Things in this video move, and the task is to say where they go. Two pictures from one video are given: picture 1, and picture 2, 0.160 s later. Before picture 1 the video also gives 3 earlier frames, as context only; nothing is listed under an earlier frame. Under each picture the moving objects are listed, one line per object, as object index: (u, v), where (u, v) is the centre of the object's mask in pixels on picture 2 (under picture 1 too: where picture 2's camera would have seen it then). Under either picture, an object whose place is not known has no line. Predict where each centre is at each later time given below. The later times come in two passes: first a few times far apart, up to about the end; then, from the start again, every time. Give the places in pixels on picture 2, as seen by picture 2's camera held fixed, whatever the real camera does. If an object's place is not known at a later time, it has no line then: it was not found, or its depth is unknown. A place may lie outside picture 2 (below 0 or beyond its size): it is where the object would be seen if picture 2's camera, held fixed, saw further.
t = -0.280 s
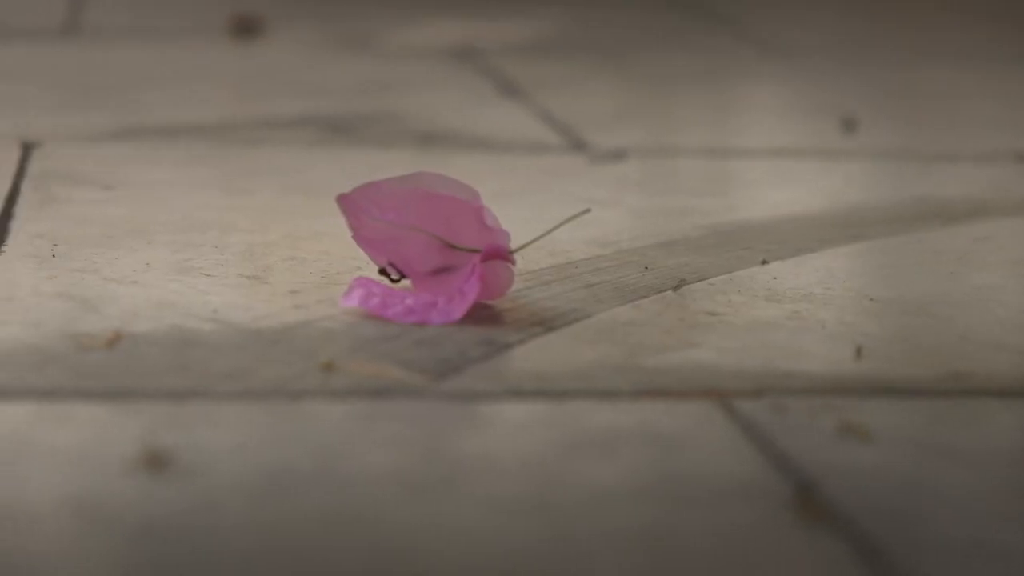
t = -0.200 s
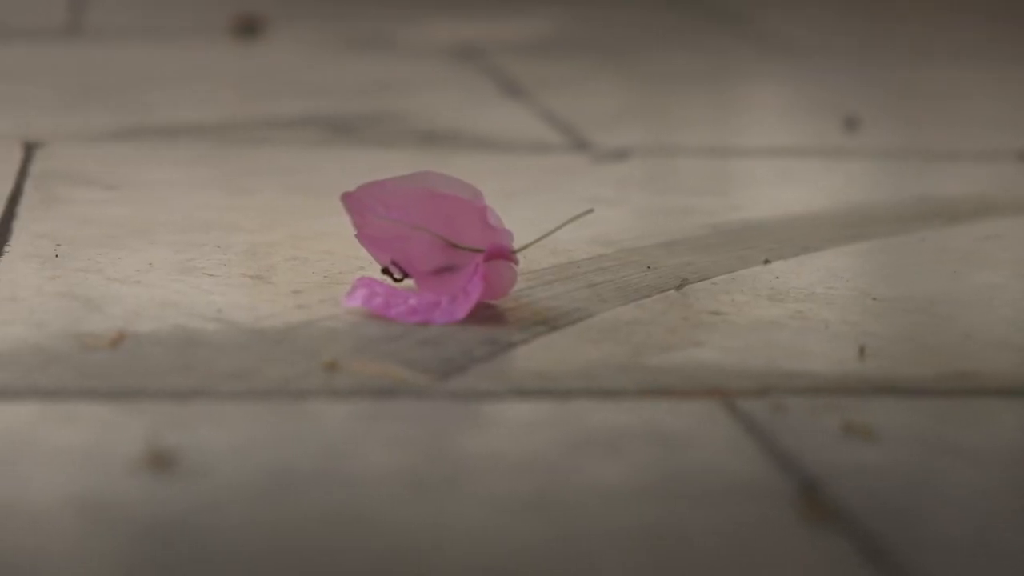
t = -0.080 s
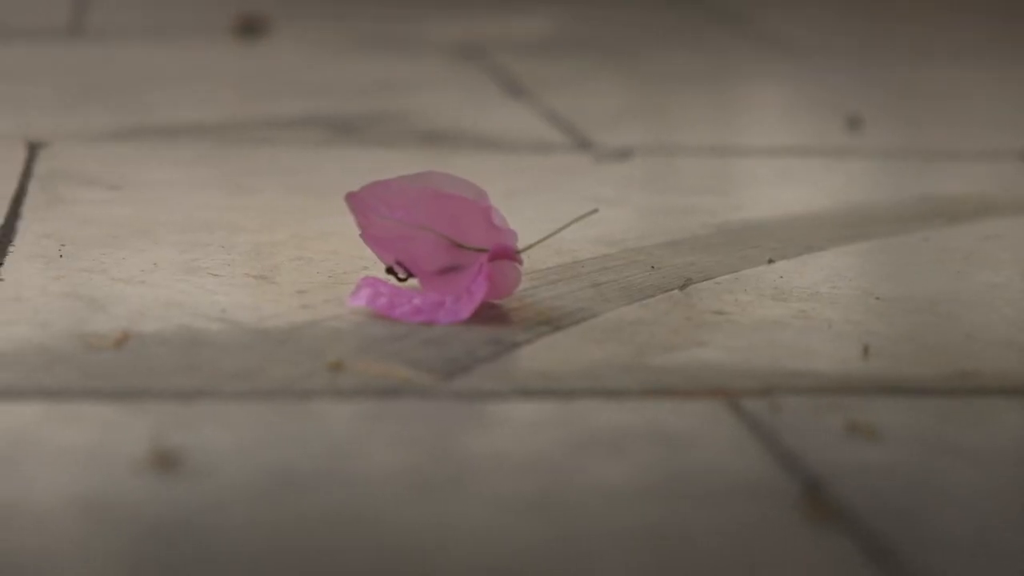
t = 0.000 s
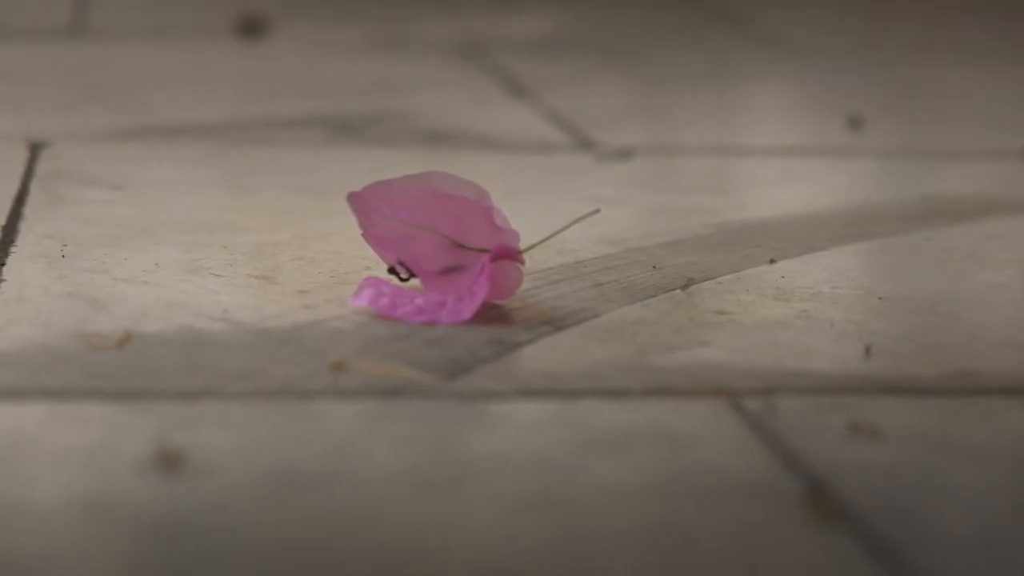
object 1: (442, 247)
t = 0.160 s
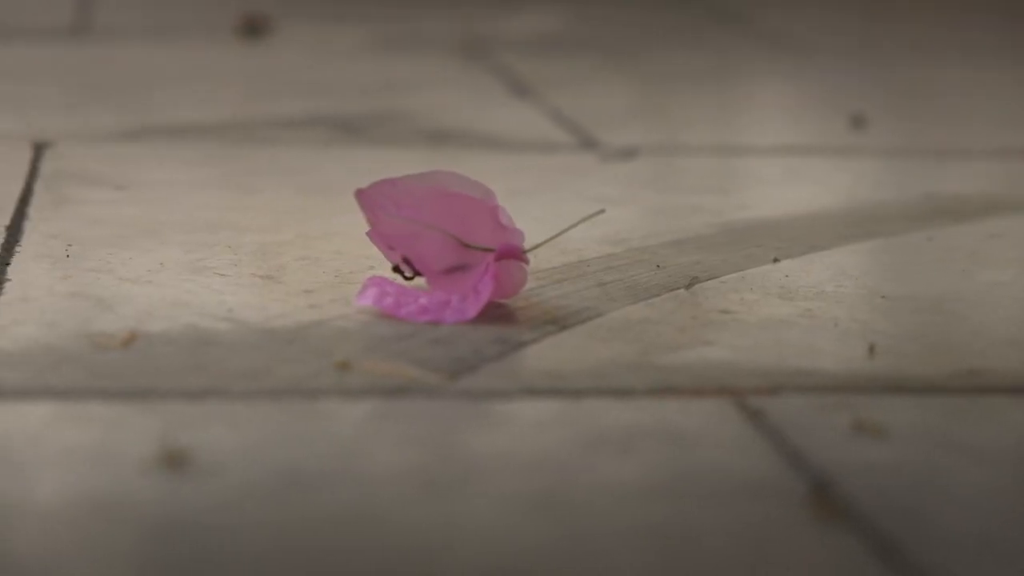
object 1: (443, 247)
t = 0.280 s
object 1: (442, 247)
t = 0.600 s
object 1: (461, 241)
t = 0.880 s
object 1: (499, 240)
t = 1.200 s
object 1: (496, 243)
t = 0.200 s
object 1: (443, 247)
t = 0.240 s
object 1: (443, 247)
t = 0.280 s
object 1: (442, 247)
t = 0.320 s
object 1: (443, 247)
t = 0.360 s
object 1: (443, 246)
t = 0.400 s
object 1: (445, 246)
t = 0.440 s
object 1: (447, 245)
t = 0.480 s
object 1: (449, 245)
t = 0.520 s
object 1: (453, 244)
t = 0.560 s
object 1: (457, 243)
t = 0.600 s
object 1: (461, 241)
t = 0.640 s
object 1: (469, 241)
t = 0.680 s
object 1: (475, 241)
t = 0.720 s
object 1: (484, 241)
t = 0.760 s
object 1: (490, 241)
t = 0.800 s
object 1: (496, 239)
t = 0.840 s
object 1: (499, 239)
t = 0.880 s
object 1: (499, 240)
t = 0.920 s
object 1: (500, 241)
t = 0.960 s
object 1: (500, 241)
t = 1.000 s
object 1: (500, 242)
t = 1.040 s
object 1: (501, 242)
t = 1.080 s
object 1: (501, 242)
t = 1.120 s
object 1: (501, 242)
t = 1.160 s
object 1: (500, 242)
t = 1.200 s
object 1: (496, 243)
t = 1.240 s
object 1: (498, 243)
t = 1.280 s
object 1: (516, 238)
